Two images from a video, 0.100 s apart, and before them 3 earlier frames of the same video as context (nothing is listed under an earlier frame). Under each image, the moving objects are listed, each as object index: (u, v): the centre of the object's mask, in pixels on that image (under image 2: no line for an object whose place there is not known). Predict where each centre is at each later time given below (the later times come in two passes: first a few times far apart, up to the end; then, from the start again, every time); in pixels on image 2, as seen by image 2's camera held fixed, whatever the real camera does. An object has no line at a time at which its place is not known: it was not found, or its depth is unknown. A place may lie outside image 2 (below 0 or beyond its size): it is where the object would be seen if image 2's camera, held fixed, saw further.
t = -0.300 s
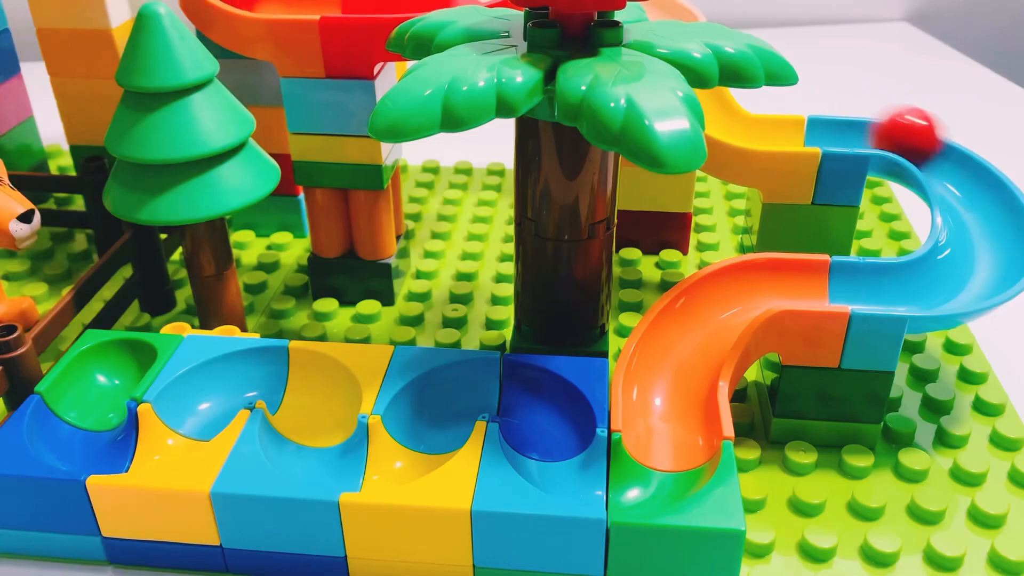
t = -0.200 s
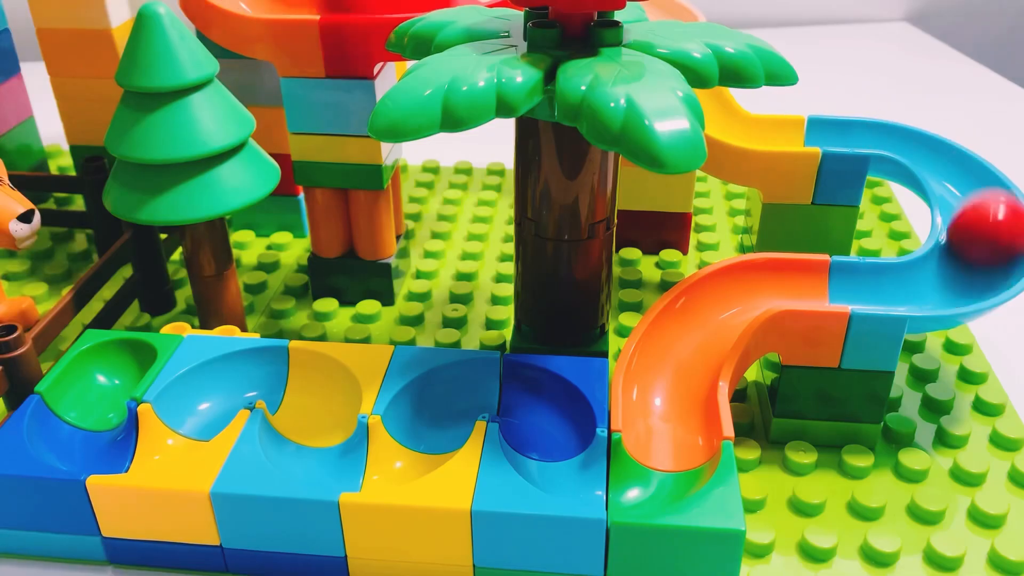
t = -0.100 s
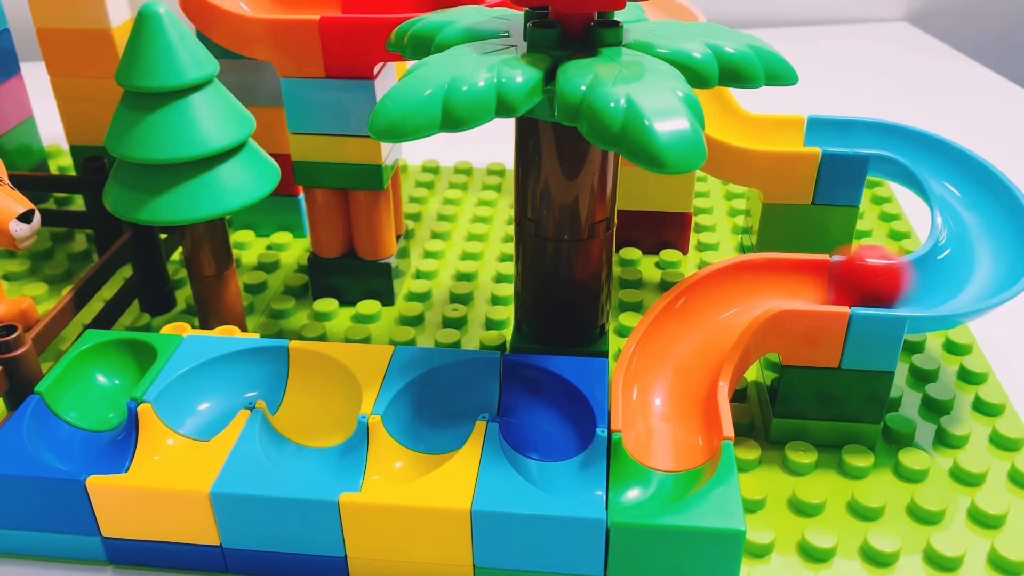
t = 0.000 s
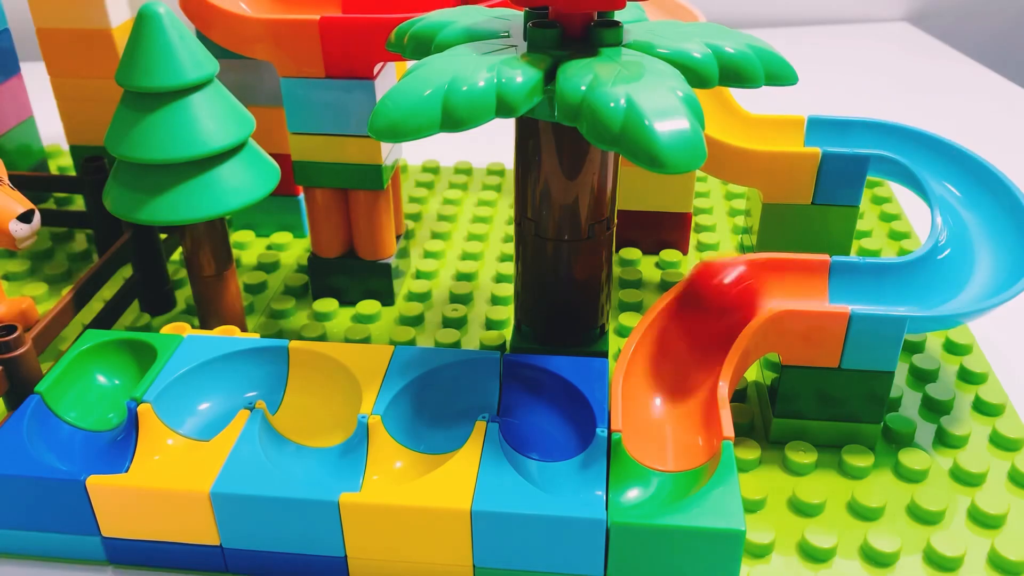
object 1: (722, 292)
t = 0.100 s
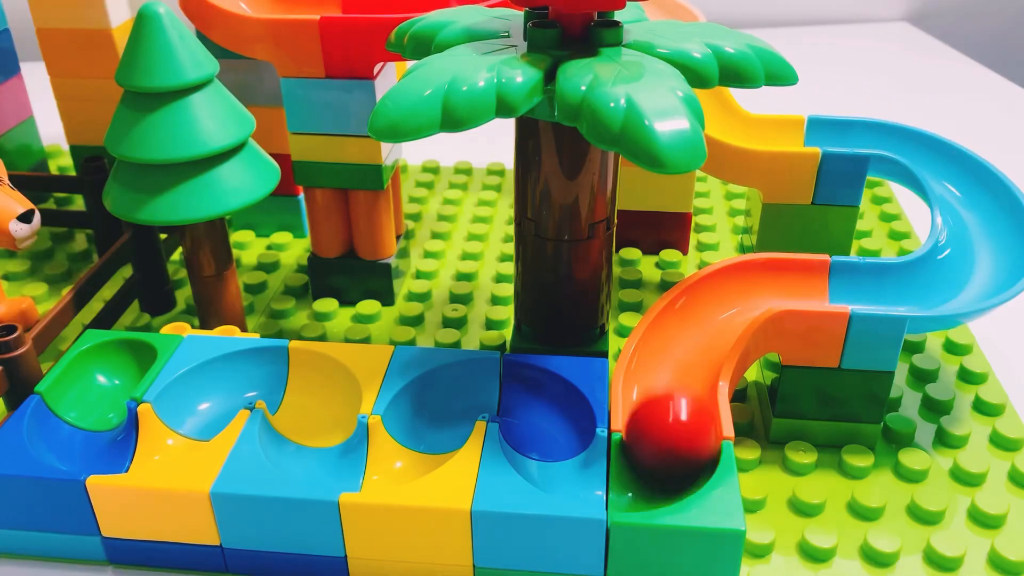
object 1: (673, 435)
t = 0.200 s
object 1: (557, 449)
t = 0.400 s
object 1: (497, 382)
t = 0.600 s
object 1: (431, 411)
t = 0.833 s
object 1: (374, 451)
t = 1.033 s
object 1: (311, 434)
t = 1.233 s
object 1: (315, 398)
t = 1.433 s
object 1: (289, 375)
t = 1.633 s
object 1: (247, 372)
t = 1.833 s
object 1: (210, 388)
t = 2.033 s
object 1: (185, 412)
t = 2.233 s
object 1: (139, 434)
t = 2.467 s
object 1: (87, 430)
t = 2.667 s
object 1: (77, 399)
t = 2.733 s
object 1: (76, 395)
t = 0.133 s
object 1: (647, 468)
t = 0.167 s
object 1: (595, 465)
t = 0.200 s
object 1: (557, 449)
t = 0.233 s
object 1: (548, 425)
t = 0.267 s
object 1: (546, 412)
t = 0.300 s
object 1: (535, 399)
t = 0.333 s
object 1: (524, 392)
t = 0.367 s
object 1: (511, 383)
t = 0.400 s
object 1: (497, 382)
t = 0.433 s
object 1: (482, 383)
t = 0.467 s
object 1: (468, 386)
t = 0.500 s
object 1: (455, 390)
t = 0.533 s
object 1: (445, 396)
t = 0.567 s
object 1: (437, 403)
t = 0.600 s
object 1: (431, 411)
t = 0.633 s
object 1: (427, 420)
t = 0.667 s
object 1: (424, 426)
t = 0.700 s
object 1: (417, 434)
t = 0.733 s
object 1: (409, 440)
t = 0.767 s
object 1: (399, 445)
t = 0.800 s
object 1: (387, 448)
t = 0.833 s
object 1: (374, 451)
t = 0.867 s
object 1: (361, 452)
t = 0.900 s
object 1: (347, 452)
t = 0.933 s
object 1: (334, 450)
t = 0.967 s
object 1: (324, 447)
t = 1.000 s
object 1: (316, 441)
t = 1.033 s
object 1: (311, 434)
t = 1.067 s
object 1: (309, 426)
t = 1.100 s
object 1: (309, 418)
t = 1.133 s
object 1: (311, 412)
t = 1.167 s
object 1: (315, 406)
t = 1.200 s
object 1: (315, 401)
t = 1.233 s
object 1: (315, 398)
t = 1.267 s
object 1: (313, 393)
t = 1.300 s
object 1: (310, 389)
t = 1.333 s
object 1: (306, 385)
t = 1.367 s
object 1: (301, 381)
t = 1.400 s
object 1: (295, 378)
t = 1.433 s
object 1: (289, 375)
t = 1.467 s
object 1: (283, 374)
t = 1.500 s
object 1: (275, 372)
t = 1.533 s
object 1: (269, 371)
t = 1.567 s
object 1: (262, 371)
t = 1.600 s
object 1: (254, 371)
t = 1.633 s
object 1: (247, 372)
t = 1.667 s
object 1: (240, 373)
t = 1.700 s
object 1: (233, 375)
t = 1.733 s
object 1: (227, 378)
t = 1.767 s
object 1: (221, 380)
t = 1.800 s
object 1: (215, 384)
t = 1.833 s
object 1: (210, 388)
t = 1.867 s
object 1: (205, 392)
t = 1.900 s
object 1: (200, 395)
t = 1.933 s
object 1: (197, 399)
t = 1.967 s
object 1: (193, 403)
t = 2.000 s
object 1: (189, 408)
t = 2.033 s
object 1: (185, 412)
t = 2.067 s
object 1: (179, 417)
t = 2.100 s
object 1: (172, 421)
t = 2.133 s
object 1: (164, 425)
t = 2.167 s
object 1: (156, 429)
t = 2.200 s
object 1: (148, 432)
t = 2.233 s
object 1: (139, 434)
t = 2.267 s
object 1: (131, 435)
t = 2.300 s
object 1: (122, 436)
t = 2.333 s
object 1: (113, 436)
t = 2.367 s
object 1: (106, 434)
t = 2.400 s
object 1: (99, 434)
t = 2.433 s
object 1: (92, 432)
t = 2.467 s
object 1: (87, 430)
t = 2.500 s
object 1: (82, 426)
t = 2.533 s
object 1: (79, 423)
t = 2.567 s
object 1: (77, 417)
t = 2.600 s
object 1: (77, 412)
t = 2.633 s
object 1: (77, 405)
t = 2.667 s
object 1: (77, 399)
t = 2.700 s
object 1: (77, 396)
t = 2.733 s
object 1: (76, 395)
